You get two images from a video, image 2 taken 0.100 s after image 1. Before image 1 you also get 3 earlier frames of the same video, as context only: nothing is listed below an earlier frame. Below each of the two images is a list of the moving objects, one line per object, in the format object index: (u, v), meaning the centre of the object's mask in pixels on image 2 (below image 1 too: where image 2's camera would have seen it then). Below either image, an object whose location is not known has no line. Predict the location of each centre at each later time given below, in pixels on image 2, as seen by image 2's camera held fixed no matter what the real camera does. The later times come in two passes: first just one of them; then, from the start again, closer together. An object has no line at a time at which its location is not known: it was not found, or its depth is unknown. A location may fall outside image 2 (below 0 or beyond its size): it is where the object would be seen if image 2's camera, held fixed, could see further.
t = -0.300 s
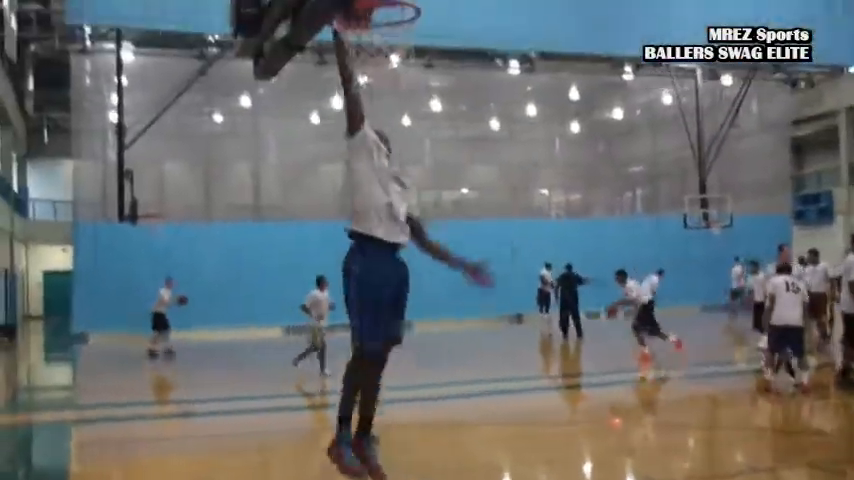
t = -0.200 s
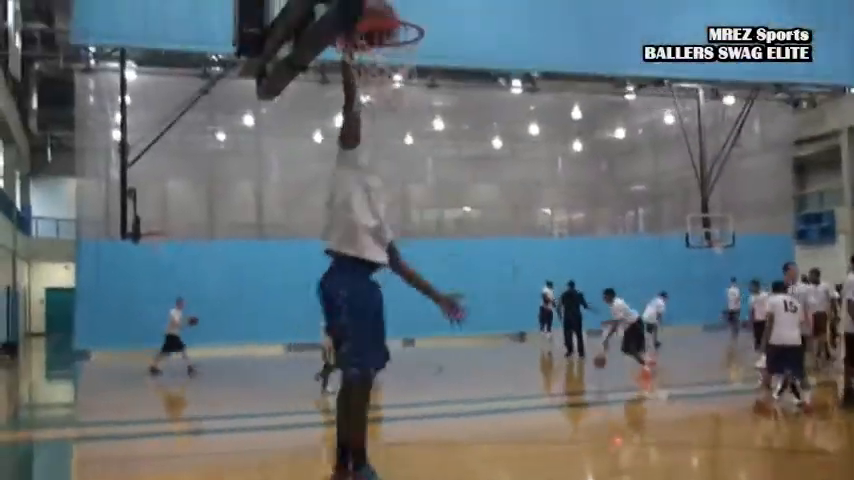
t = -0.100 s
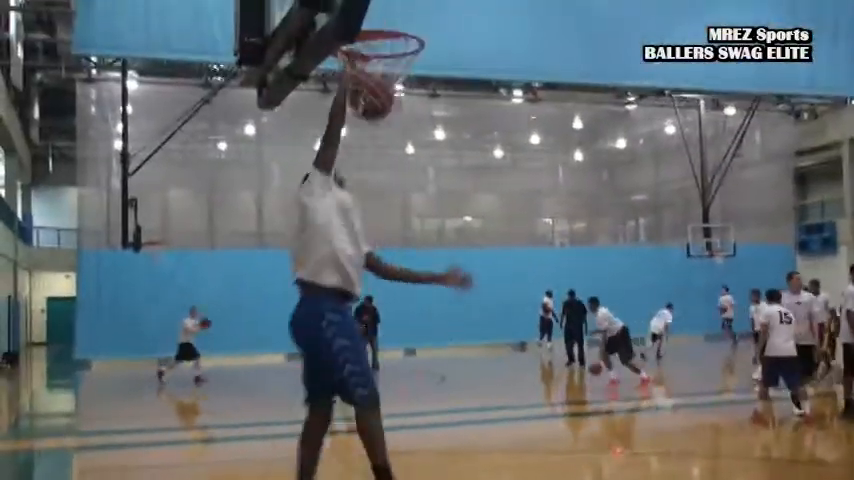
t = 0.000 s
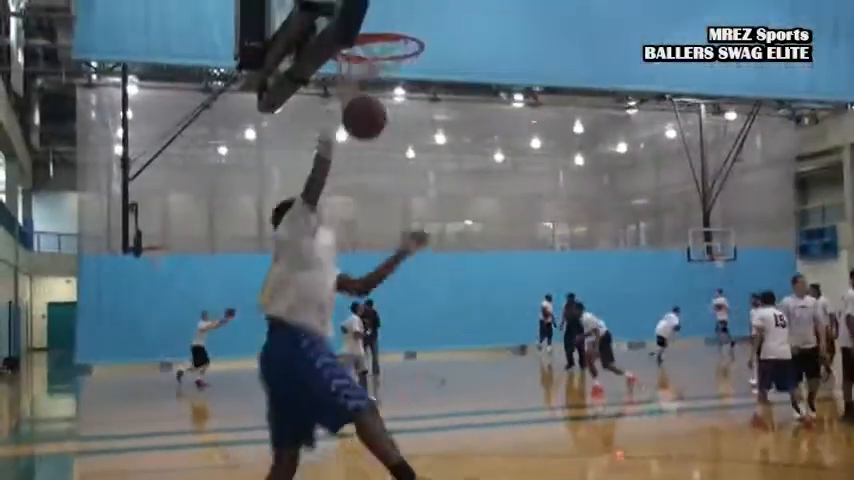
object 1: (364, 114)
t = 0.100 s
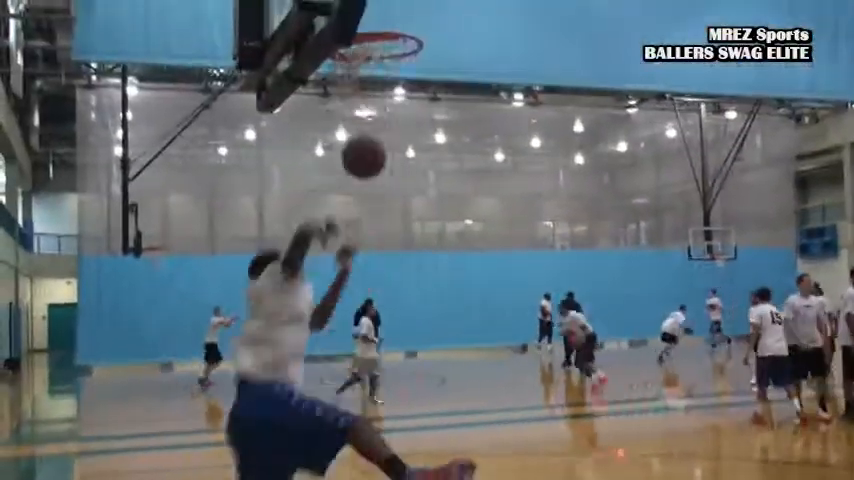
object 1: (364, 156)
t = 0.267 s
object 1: (364, 263)
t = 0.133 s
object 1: (364, 174)
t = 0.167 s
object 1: (364, 194)
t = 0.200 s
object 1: (364, 215)
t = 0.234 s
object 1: (364, 239)
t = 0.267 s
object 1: (364, 263)
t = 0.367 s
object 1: (366, 346)
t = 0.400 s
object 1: (368, 377)
